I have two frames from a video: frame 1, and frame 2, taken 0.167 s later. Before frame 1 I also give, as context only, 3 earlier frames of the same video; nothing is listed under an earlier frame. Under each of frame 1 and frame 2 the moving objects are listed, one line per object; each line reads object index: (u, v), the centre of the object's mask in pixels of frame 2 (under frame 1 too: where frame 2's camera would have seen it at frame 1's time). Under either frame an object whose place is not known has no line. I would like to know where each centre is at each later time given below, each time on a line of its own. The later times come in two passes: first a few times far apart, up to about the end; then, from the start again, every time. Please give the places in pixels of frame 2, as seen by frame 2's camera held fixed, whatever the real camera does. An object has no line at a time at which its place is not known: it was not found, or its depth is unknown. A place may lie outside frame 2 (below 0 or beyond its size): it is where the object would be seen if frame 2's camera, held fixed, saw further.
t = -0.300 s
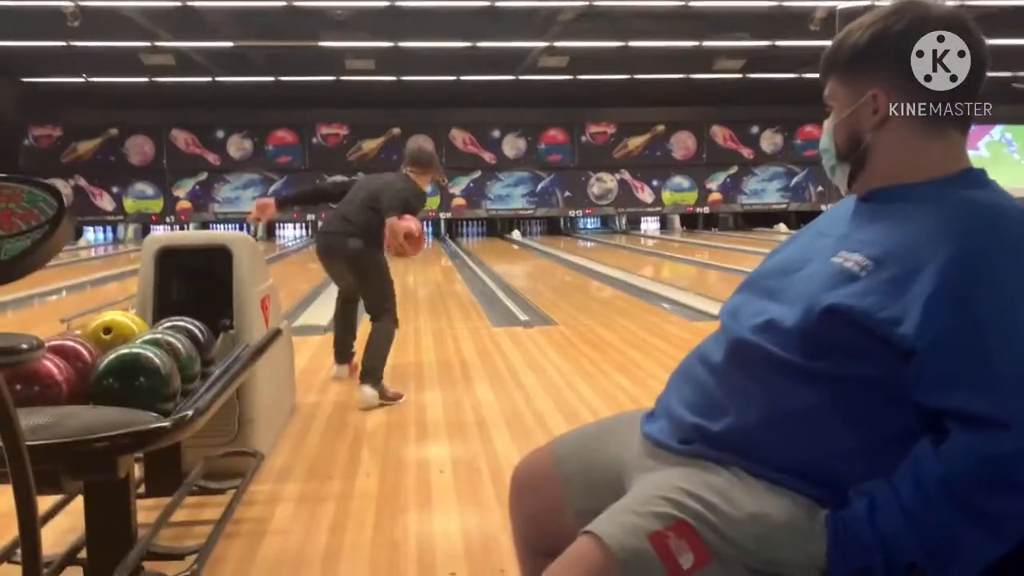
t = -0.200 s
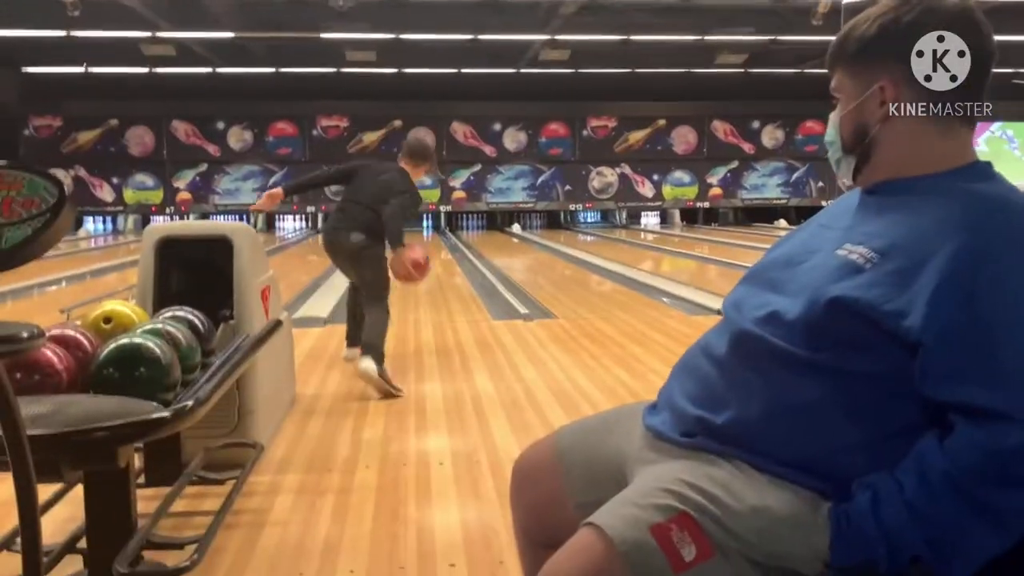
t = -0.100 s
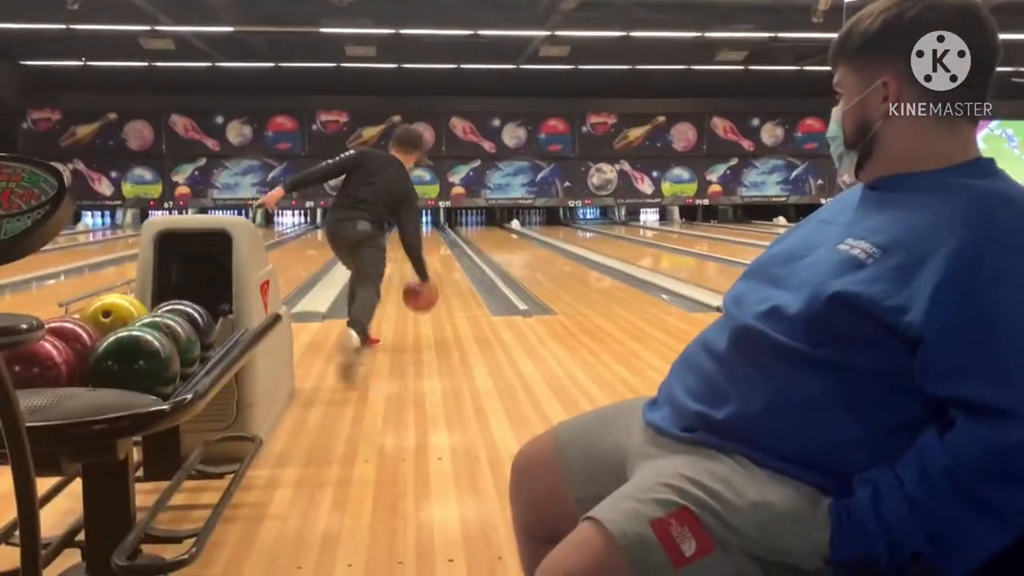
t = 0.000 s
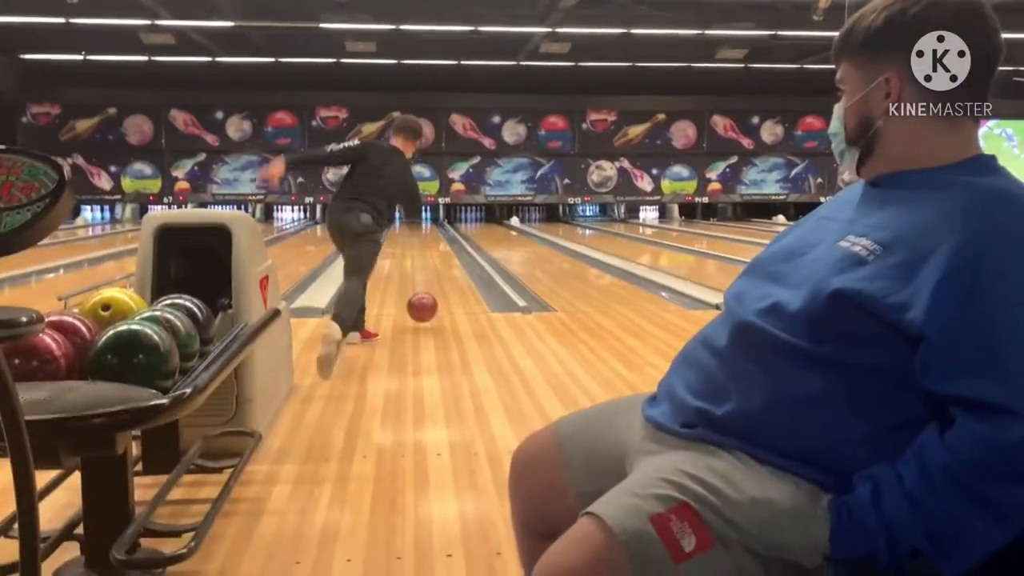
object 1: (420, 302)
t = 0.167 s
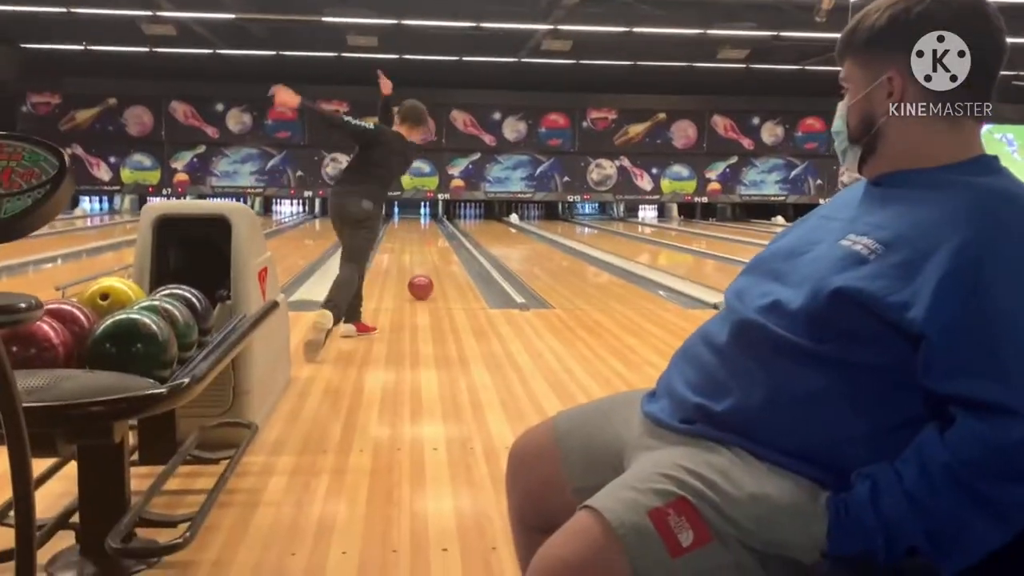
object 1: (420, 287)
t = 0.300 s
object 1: (420, 275)
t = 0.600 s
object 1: (420, 255)
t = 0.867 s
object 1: (420, 243)
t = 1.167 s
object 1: (420, 234)
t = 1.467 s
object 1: (416, 227)
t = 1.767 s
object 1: (414, 221)
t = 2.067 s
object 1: (413, 218)
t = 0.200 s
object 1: (420, 283)
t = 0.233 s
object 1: (420, 280)
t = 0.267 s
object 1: (420, 277)
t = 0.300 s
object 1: (420, 275)
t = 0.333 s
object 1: (420, 272)
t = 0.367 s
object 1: (420, 270)
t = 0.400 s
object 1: (420, 267)
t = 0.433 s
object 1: (420, 265)
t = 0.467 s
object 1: (420, 263)
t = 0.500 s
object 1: (420, 261)
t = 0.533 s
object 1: (420, 259)
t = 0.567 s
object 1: (420, 257)
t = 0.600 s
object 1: (420, 255)
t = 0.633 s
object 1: (420, 253)
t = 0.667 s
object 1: (420, 252)
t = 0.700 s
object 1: (420, 250)
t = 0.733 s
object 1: (420, 248)
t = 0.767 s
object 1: (420, 246)
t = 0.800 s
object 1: (420, 245)
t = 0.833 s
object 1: (420, 244)
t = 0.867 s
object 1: (420, 243)
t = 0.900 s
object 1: (420, 242)
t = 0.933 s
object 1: (419, 240)
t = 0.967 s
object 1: (419, 239)
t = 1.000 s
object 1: (419, 237)
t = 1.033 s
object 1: (420, 237)
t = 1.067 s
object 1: (419, 236)
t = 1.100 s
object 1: (419, 235)
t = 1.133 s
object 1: (417, 235)
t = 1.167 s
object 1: (420, 234)
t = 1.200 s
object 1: (420, 233)
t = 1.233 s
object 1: (417, 233)
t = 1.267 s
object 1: (417, 231)
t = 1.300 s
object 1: (417, 230)
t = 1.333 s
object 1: (417, 229)
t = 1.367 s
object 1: (416, 228)
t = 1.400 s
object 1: (416, 228)
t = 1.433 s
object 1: (416, 227)
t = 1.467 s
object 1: (416, 227)
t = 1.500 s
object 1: (416, 227)
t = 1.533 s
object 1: (416, 226)
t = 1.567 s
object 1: (416, 225)
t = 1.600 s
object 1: (416, 225)
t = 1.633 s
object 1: (415, 224)
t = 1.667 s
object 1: (415, 223)
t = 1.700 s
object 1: (415, 223)
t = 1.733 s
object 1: (415, 222)
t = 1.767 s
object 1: (414, 221)
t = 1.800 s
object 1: (415, 221)
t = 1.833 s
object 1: (414, 221)
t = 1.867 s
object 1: (414, 221)
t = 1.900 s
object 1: (414, 220)
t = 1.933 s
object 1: (414, 220)
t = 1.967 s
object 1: (413, 220)
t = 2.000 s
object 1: (414, 219)
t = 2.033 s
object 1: (414, 219)
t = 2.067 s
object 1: (413, 218)
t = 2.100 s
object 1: (413, 218)
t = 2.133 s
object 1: (412, 217)
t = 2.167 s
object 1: (412, 217)
